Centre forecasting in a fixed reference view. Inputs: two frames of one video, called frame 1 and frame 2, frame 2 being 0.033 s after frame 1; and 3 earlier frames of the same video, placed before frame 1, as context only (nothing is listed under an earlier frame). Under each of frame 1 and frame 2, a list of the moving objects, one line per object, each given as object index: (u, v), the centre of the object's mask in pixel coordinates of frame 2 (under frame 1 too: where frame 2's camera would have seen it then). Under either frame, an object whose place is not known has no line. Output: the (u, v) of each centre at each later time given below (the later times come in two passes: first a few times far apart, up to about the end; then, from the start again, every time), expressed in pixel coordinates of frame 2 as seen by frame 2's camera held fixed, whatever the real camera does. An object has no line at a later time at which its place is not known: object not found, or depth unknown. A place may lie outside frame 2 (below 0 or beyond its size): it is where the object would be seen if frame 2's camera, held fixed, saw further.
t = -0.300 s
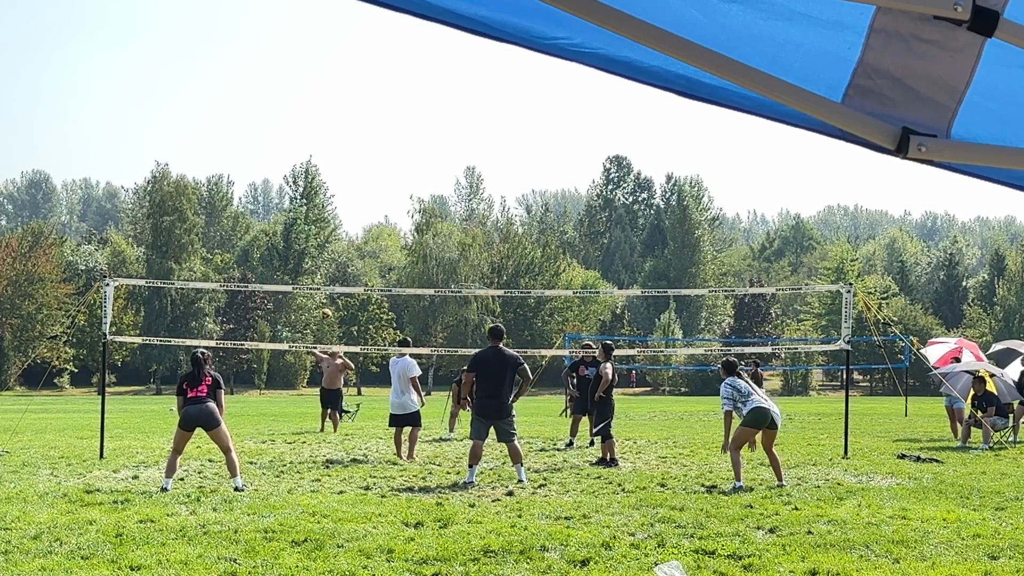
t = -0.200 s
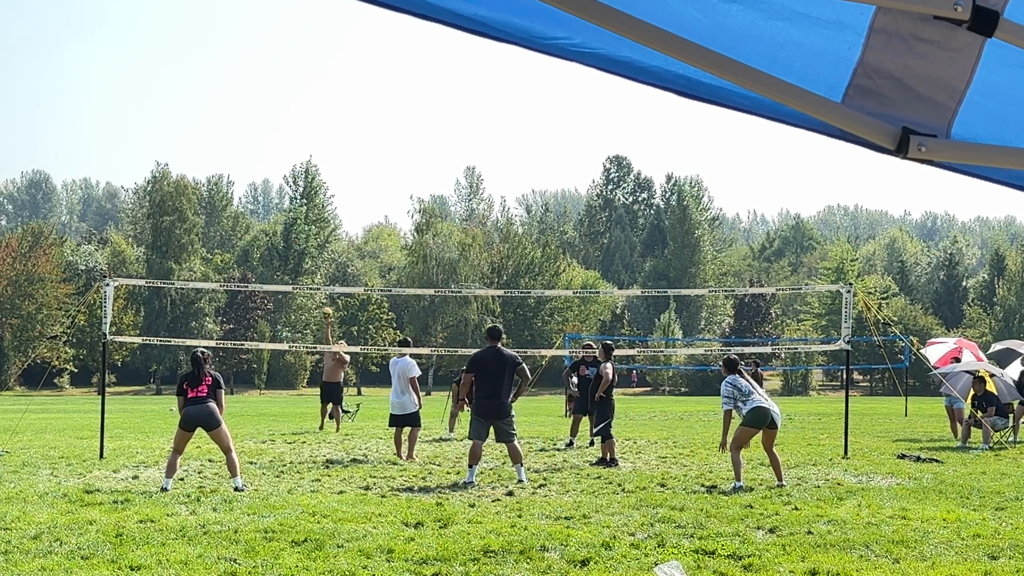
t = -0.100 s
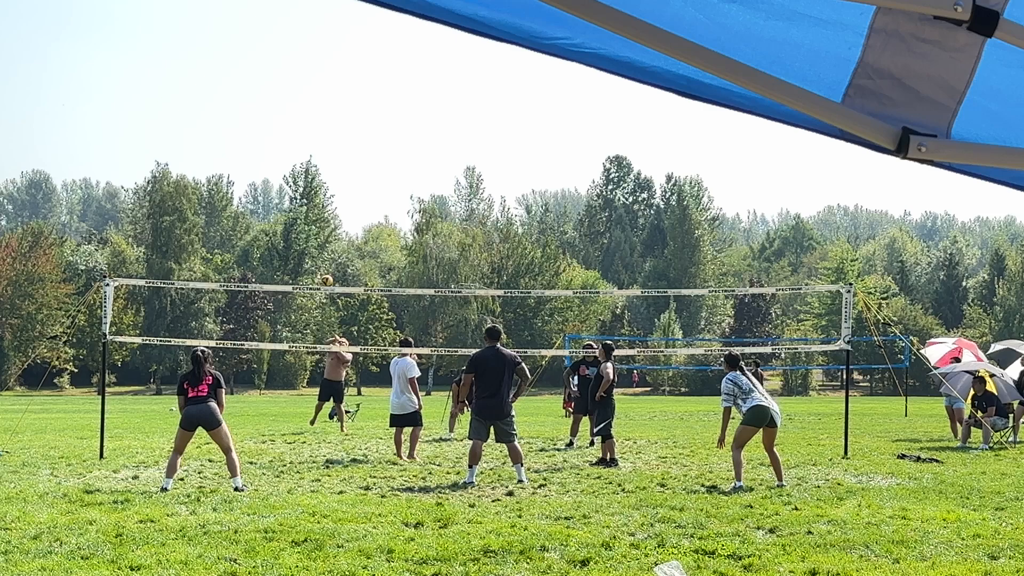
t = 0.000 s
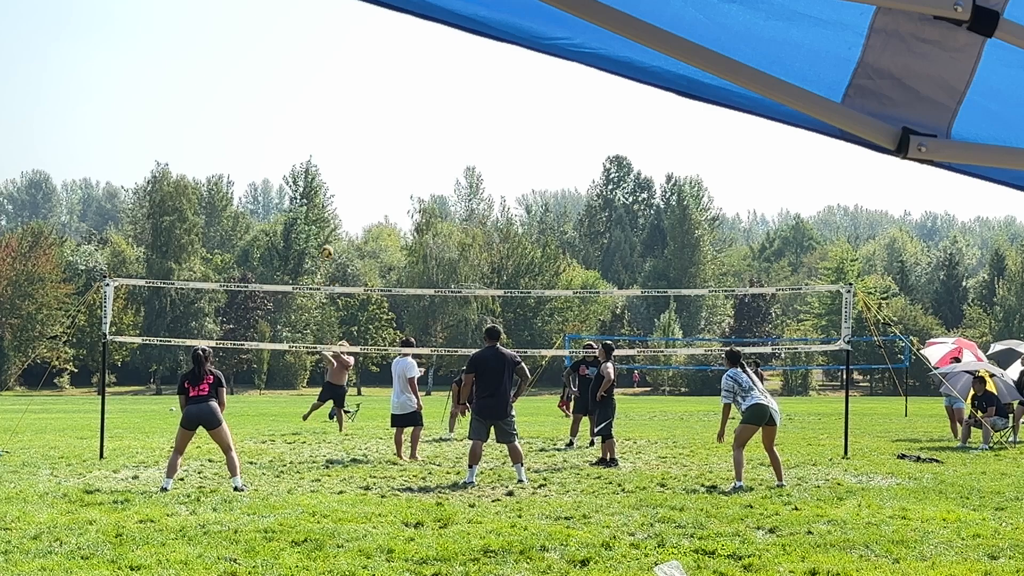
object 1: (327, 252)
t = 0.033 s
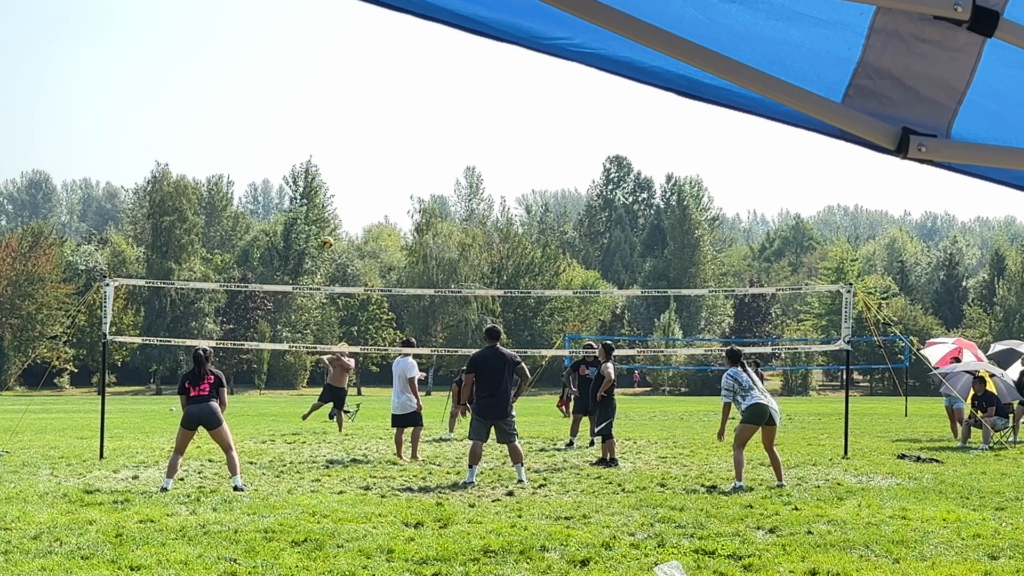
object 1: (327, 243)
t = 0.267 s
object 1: (324, 190)
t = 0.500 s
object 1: (320, 165)
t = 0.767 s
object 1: (315, 188)
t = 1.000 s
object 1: (307, 266)
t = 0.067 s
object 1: (327, 234)
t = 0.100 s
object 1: (327, 226)
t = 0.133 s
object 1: (326, 217)
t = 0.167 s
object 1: (327, 210)
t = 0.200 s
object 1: (326, 203)
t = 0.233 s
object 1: (326, 196)
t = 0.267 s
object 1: (324, 190)
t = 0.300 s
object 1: (323, 184)
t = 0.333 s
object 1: (322, 180)
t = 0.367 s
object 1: (322, 176)
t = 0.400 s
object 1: (321, 172)
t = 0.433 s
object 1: (321, 169)
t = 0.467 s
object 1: (321, 167)
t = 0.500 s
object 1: (320, 165)
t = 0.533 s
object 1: (319, 165)
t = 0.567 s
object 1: (319, 165)
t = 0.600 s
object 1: (318, 167)
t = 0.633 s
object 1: (317, 168)
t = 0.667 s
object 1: (316, 172)
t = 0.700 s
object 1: (316, 176)
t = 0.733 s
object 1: (315, 181)
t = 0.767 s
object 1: (315, 188)
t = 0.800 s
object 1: (315, 195)
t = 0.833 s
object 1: (314, 203)
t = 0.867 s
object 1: (313, 213)
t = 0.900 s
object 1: (312, 224)
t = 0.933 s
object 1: (310, 236)
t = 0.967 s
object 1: (309, 250)
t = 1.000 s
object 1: (307, 266)
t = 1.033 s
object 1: (305, 284)
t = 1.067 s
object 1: (302, 303)
